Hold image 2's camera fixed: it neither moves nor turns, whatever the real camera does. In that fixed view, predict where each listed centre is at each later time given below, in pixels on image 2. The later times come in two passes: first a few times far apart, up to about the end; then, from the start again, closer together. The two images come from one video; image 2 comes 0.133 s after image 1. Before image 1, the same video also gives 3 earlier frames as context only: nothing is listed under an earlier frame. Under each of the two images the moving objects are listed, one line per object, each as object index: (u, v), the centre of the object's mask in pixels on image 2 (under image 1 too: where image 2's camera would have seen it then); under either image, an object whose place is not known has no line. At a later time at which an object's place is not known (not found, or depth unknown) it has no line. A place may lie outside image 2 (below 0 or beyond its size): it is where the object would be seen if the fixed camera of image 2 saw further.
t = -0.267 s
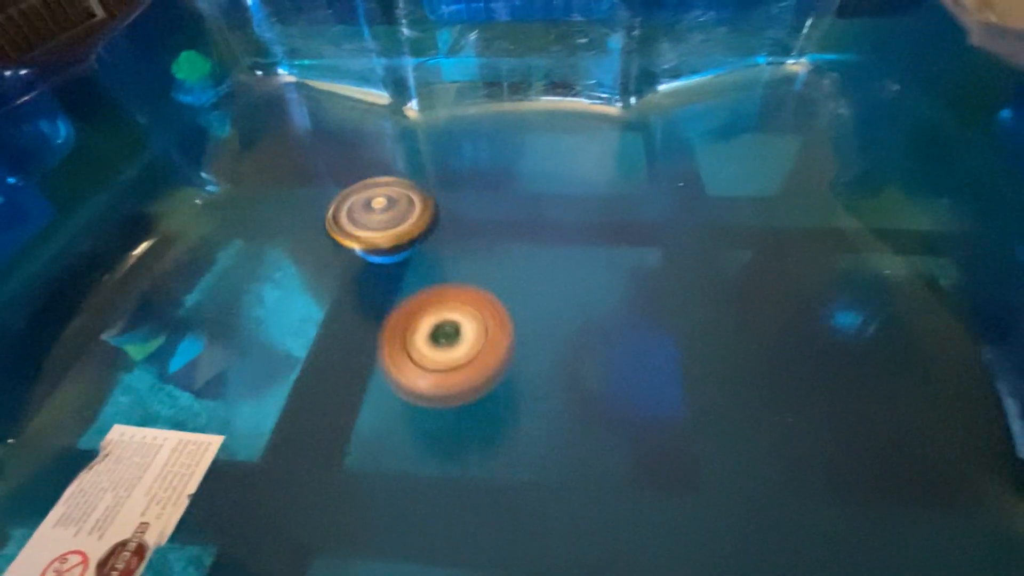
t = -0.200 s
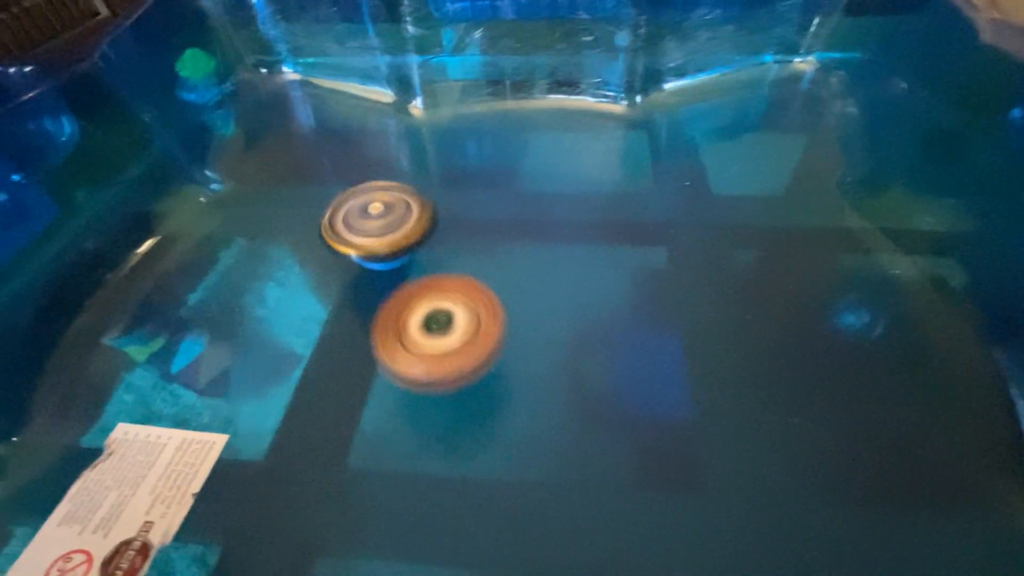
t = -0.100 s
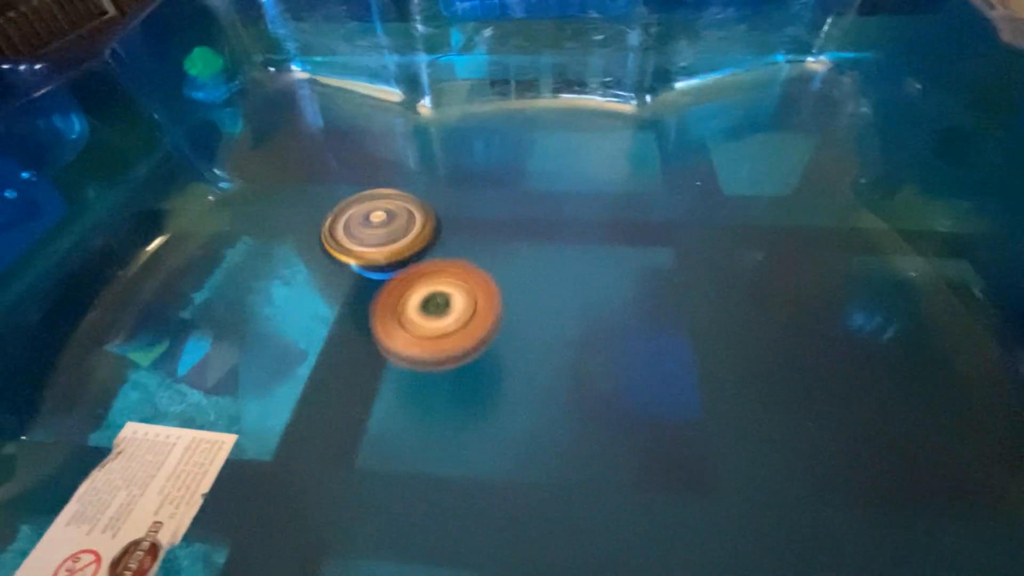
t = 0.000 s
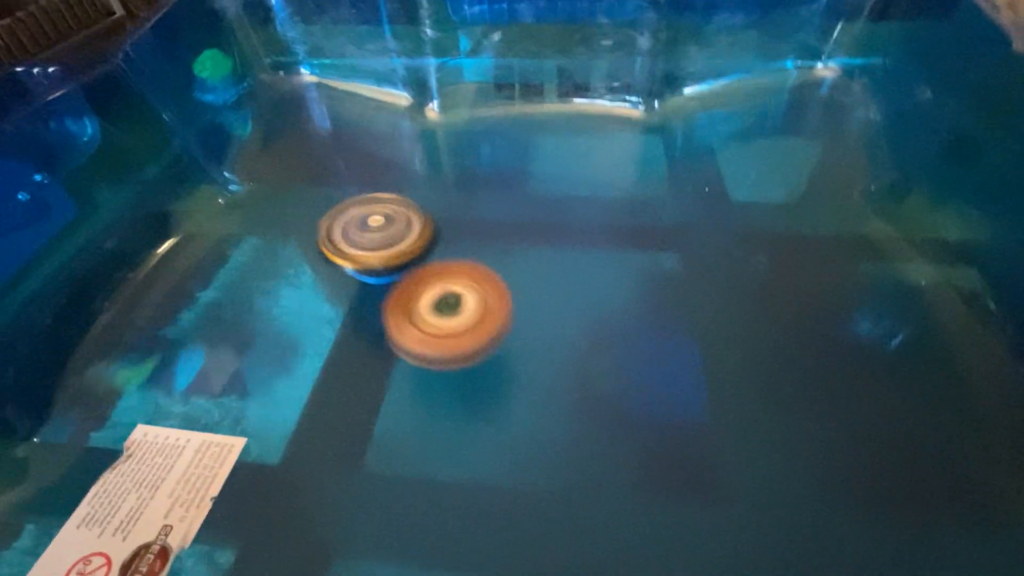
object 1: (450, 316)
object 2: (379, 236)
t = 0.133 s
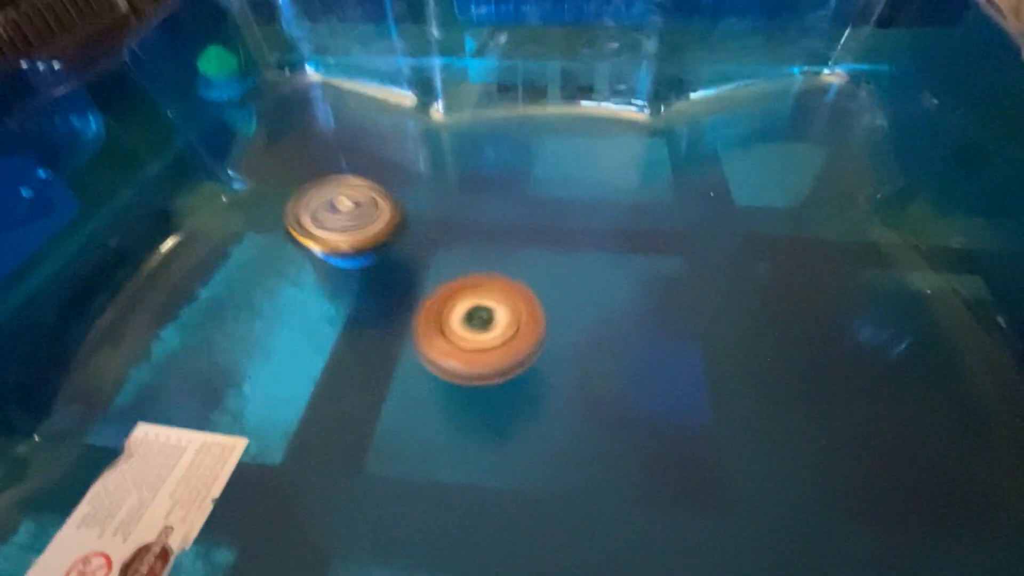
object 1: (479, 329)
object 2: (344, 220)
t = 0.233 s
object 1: (495, 331)
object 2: (332, 213)
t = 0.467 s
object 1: (541, 329)
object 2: (331, 208)
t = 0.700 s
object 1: (588, 321)
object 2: (373, 217)
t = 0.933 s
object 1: (613, 311)
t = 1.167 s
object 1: (690, 331)
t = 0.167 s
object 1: (485, 331)
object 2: (338, 217)
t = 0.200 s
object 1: (490, 331)
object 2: (334, 215)
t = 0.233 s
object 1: (495, 331)
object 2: (332, 213)
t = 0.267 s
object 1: (502, 332)
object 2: (330, 211)
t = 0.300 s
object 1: (508, 332)
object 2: (329, 210)
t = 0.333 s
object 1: (514, 332)
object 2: (328, 210)
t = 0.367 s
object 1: (520, 331)
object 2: (328, 209)
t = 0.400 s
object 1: (527, 331)
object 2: (328, 209)
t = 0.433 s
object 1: (534, 330)
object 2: (329, 209)
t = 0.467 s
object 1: (541, 329)
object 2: (331, 208)
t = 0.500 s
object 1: (550, 328)
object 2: (335, 208)
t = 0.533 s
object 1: (557, 327)
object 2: (339, 208)
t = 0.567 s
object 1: (563, 326)
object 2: (345, 209)
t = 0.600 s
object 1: (570, 325)
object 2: (350, 211)
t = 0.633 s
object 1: (577, 324)
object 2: (357, 212)
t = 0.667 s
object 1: (583, 323)
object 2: (364, 214)
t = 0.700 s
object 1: (588, 321)
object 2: (373, 217)
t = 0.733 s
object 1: (594, 320)
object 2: (383, 221)
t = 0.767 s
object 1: (599, 318)
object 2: (394, 224)
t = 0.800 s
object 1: (603, 316)
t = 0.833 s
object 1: (607, 314)
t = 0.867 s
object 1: (611, 313)
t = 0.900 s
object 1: (612, 312)
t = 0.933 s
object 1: (613, 311)
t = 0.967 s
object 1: (614, 310)
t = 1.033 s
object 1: (633, 313)
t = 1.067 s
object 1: (653, 320)
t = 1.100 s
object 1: (667, 325)
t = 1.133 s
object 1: (679, 328)
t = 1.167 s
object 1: (690, 331)
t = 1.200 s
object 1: (699, 333)
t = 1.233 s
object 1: (710, 335)
